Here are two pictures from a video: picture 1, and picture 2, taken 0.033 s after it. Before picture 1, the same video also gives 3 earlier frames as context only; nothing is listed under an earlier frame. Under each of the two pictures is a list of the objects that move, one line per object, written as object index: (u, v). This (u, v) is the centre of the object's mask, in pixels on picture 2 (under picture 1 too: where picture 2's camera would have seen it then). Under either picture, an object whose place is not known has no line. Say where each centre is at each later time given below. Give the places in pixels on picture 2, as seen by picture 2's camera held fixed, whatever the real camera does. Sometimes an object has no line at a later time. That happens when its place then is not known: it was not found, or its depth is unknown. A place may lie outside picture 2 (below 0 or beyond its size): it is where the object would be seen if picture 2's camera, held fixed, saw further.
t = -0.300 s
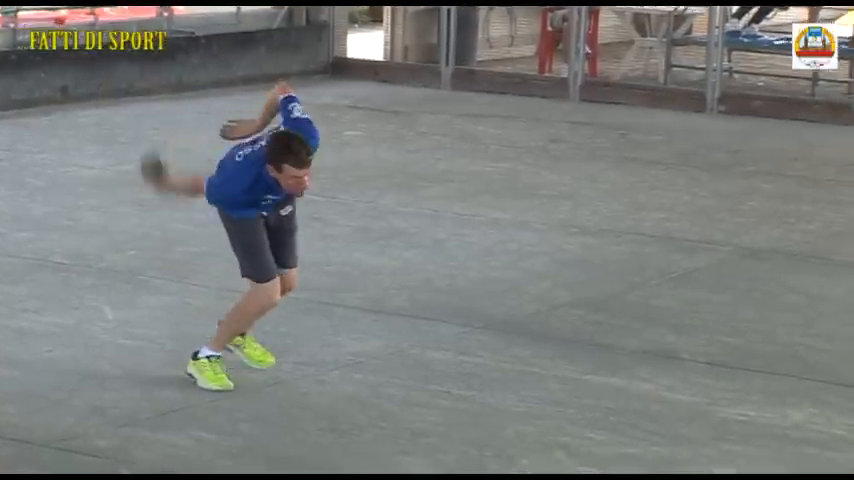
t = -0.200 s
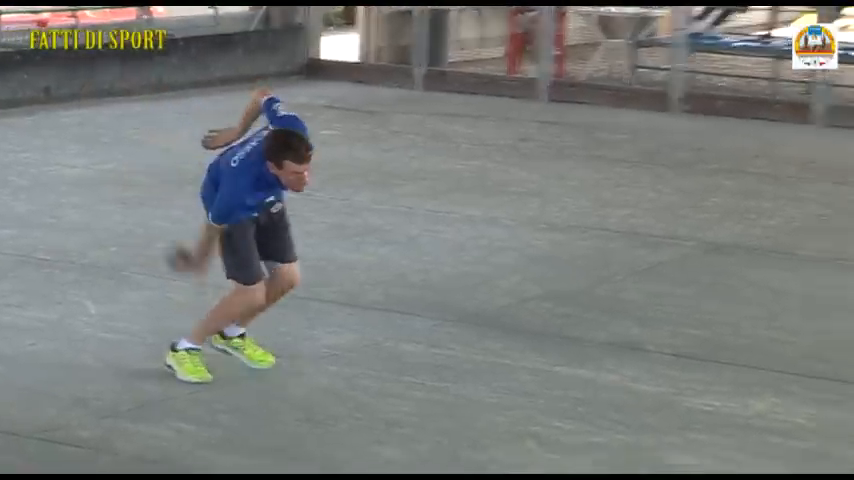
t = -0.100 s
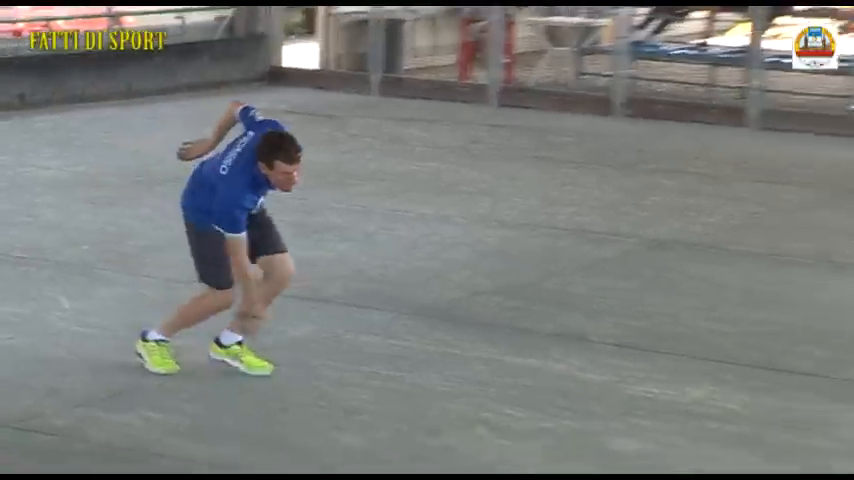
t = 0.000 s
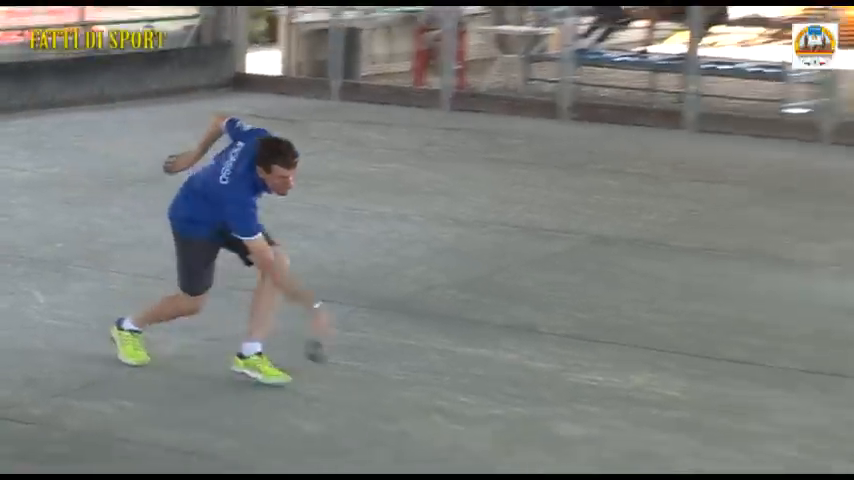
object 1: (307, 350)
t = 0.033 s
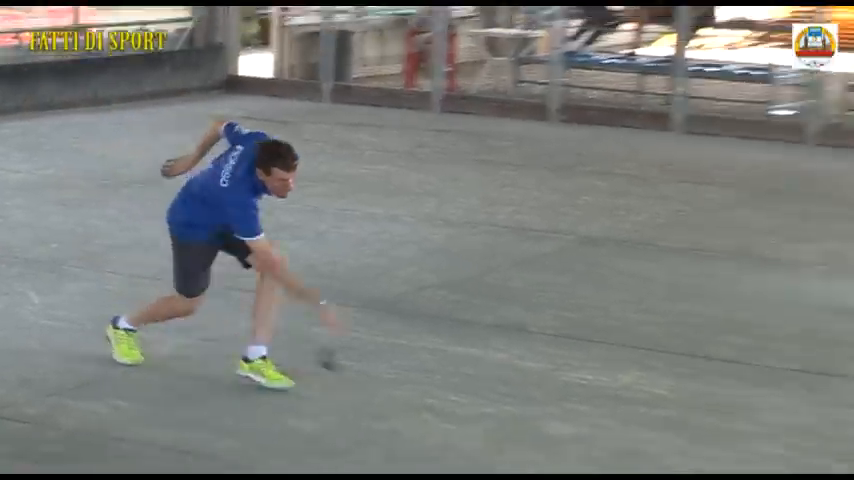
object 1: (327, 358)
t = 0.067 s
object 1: (371, 381)
